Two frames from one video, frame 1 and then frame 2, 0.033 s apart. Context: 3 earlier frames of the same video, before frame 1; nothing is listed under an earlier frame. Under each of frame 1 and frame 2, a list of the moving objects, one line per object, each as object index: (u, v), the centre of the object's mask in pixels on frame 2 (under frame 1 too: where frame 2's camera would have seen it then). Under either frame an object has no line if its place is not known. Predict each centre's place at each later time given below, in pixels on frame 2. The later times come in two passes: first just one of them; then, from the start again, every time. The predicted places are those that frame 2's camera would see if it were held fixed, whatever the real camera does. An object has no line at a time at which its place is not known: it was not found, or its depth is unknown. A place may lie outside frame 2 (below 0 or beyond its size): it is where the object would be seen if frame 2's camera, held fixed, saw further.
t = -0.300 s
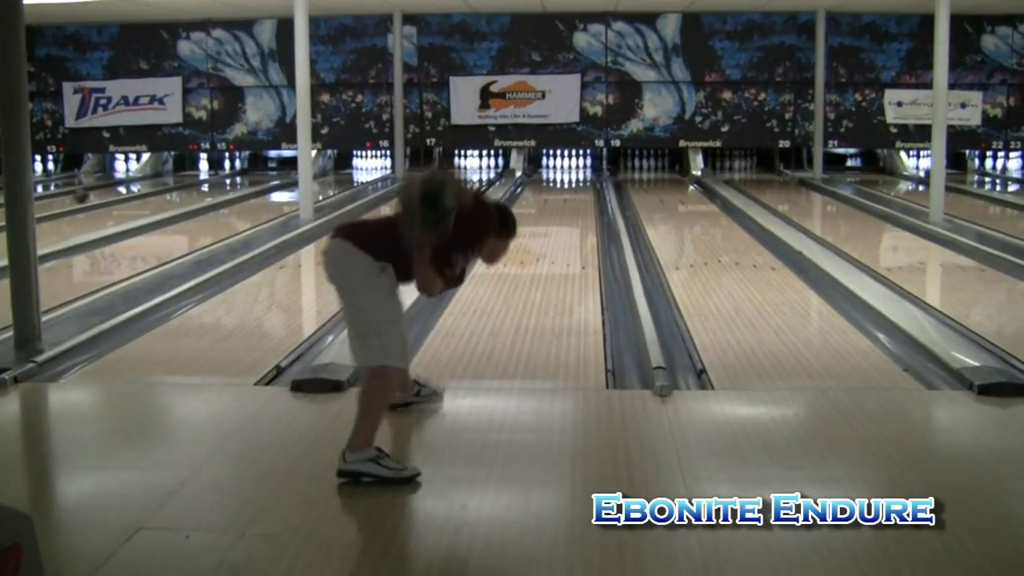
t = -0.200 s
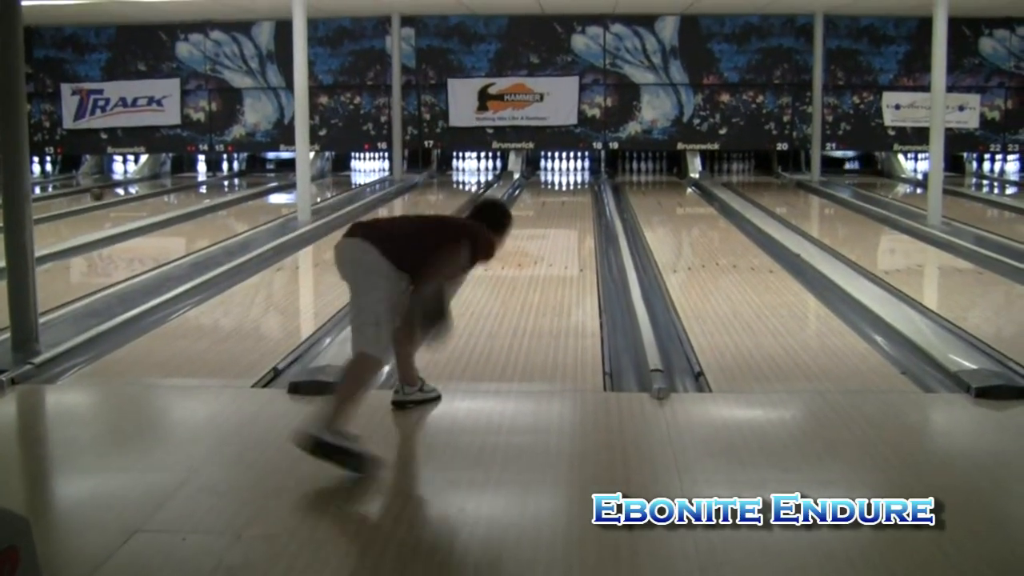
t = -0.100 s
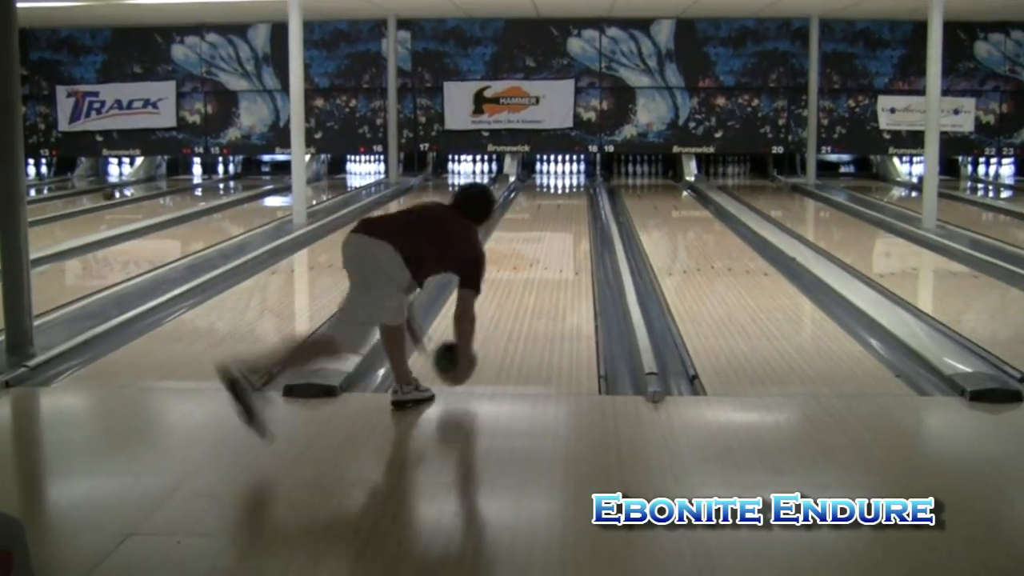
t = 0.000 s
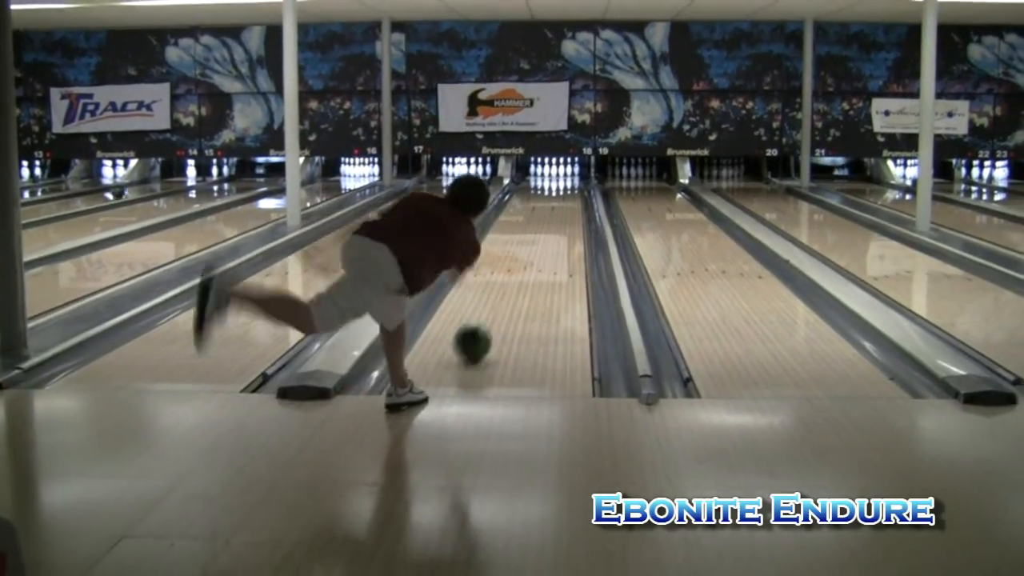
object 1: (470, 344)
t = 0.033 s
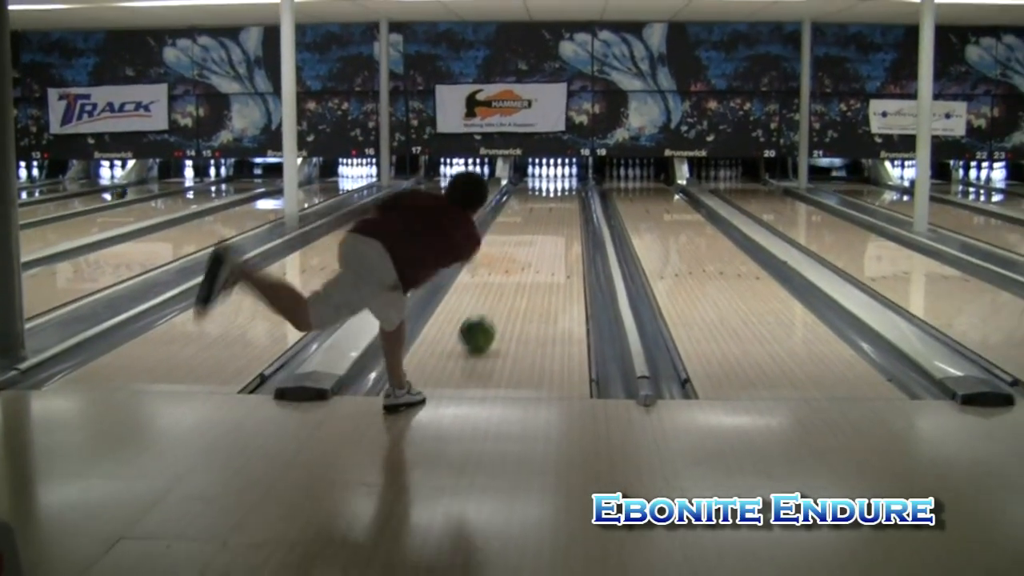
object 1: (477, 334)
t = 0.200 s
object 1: (504, 296)
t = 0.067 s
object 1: (484, 325)
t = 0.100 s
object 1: (489, 318)
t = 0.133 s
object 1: (494, 310)
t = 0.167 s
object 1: (500, 302)
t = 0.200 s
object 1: (504, 296)
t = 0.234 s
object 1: (508, 290)
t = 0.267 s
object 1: (512, 284)
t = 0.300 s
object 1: (516, 279)
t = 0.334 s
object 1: (519, 274)
